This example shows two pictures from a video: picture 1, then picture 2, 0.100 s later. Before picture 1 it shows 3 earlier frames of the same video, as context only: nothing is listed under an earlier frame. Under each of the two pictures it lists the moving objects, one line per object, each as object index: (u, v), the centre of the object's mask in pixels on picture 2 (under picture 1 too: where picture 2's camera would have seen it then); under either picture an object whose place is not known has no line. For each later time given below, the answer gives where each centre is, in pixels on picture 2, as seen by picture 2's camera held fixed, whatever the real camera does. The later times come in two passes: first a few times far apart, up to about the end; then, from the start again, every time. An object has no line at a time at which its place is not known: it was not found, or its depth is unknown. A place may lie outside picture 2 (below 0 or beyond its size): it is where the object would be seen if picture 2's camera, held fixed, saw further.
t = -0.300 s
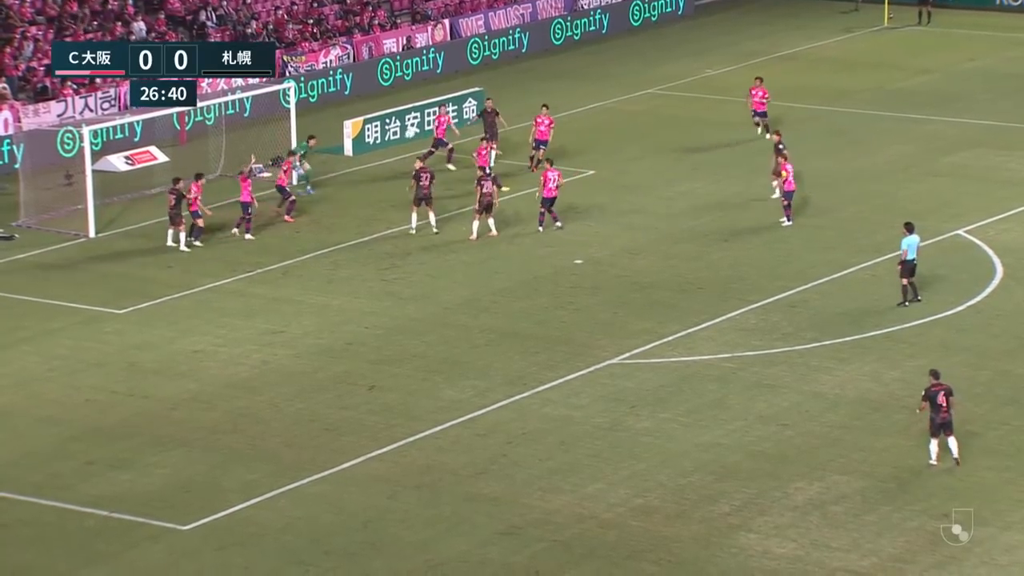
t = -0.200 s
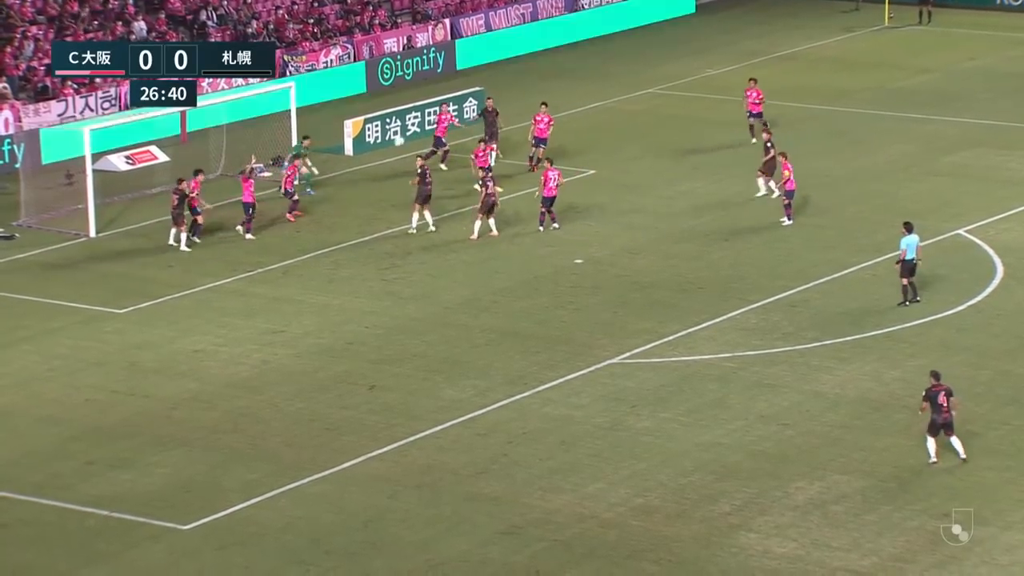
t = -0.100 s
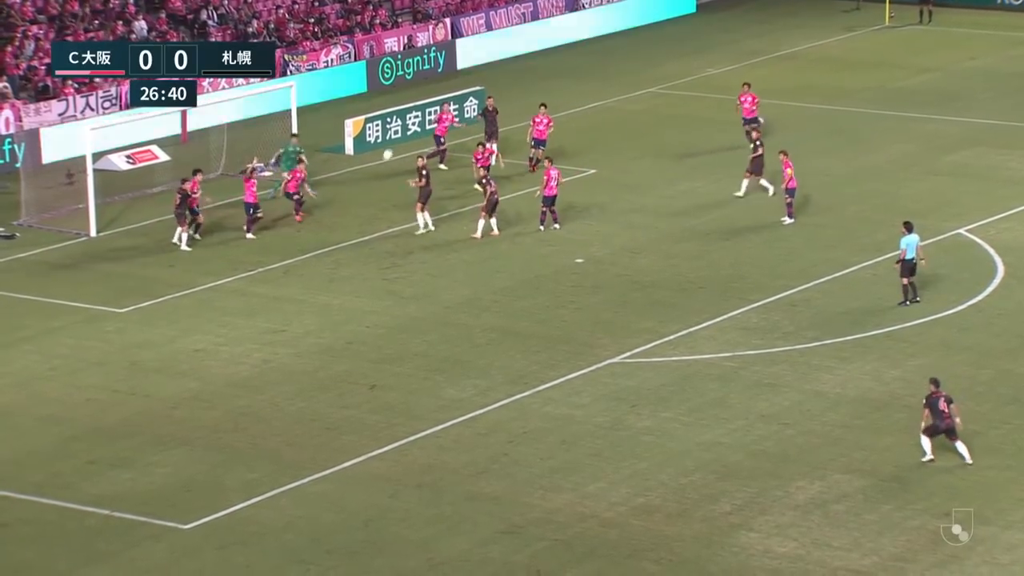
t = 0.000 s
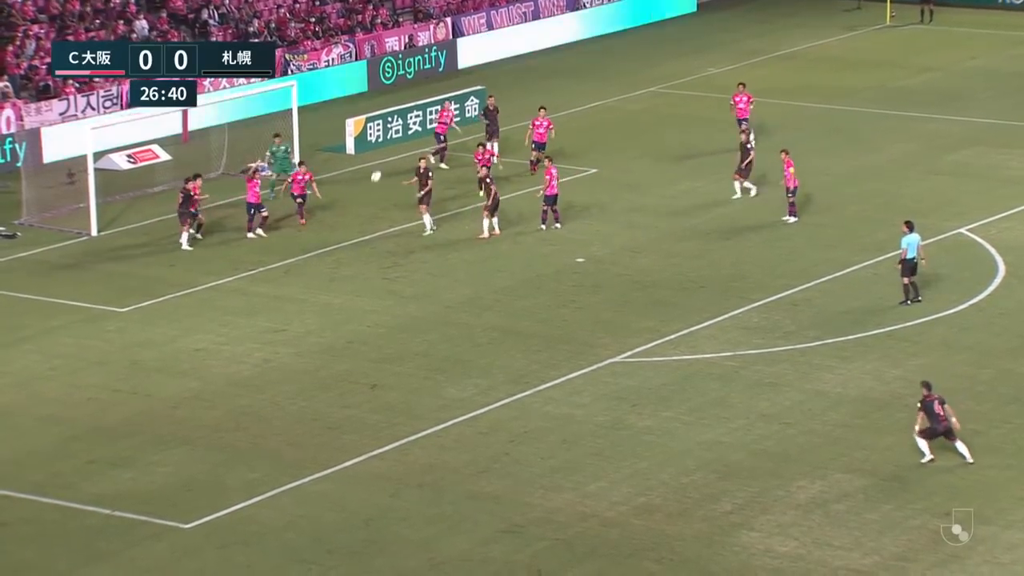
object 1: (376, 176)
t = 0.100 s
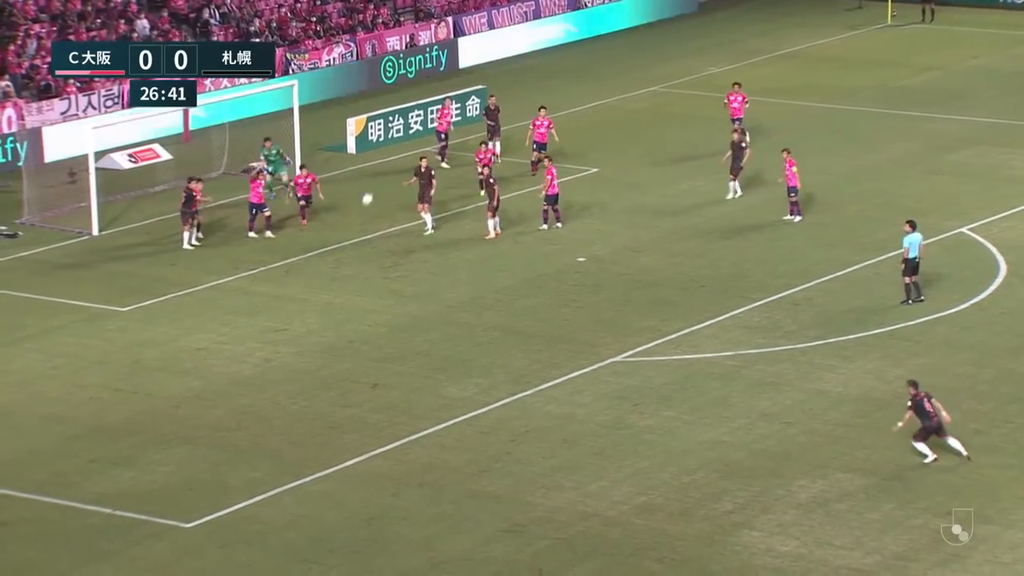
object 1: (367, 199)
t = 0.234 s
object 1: (354, 238)
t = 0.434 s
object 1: (335, 307)
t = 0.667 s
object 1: (319, 287)
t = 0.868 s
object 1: (306, 292)
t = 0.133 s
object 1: (364, 208)
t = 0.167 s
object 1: (360, 218)
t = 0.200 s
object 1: (357, 231)
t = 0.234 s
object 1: (354, 238)
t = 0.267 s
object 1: (350, 252)
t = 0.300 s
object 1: (347, 265)
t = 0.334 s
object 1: (344, 277)
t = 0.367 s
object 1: (340, 292)
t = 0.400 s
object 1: (337, 306)
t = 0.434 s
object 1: (335, 307)
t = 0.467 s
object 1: (332, 302)
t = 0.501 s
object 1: (330, 297)
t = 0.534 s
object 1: (328, 295)
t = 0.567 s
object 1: (326, 292)
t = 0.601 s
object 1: (323, 289)
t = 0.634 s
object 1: (321, 288)
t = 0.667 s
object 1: (319, 287)
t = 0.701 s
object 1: (317, 286)
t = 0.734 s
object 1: (315, 286)
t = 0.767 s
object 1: (313, 287)
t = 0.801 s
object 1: (310, 288)
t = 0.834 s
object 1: (309, 290)
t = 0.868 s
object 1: (306, 292)
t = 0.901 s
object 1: (304, 295)
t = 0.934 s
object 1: (302, 298)
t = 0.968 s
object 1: (300, 303)
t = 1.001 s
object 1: (298, 308)
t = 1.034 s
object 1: (296, 312)
